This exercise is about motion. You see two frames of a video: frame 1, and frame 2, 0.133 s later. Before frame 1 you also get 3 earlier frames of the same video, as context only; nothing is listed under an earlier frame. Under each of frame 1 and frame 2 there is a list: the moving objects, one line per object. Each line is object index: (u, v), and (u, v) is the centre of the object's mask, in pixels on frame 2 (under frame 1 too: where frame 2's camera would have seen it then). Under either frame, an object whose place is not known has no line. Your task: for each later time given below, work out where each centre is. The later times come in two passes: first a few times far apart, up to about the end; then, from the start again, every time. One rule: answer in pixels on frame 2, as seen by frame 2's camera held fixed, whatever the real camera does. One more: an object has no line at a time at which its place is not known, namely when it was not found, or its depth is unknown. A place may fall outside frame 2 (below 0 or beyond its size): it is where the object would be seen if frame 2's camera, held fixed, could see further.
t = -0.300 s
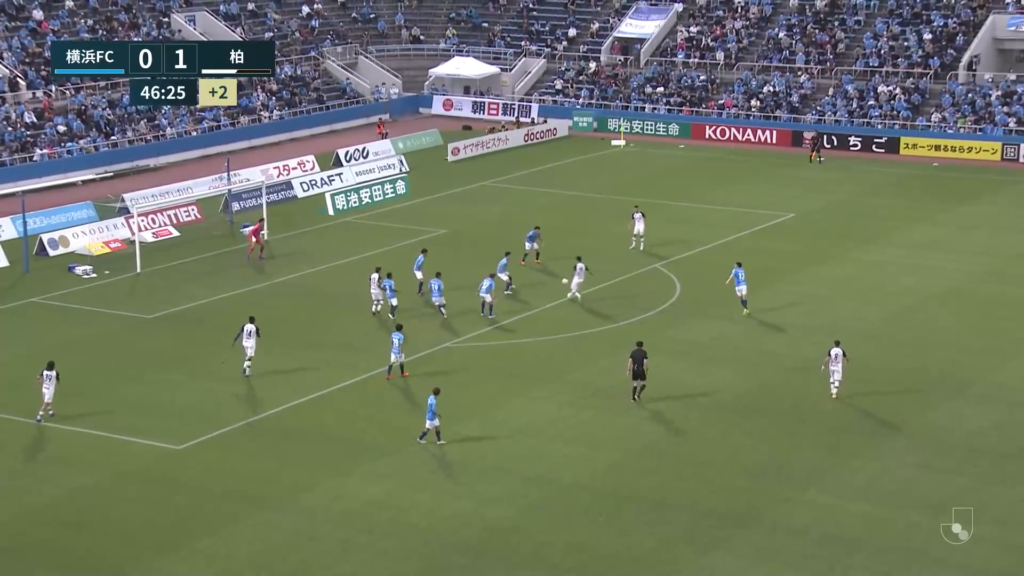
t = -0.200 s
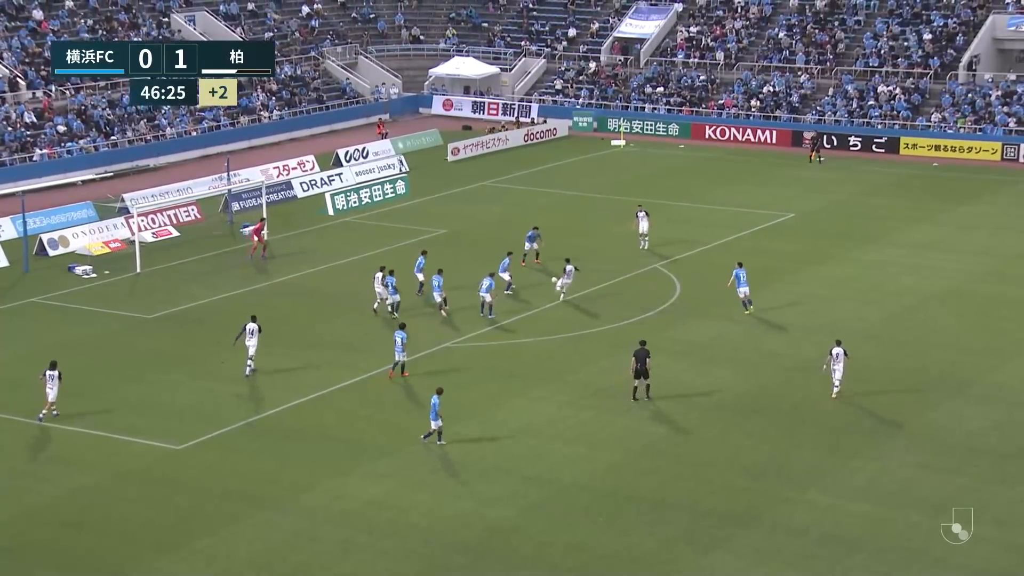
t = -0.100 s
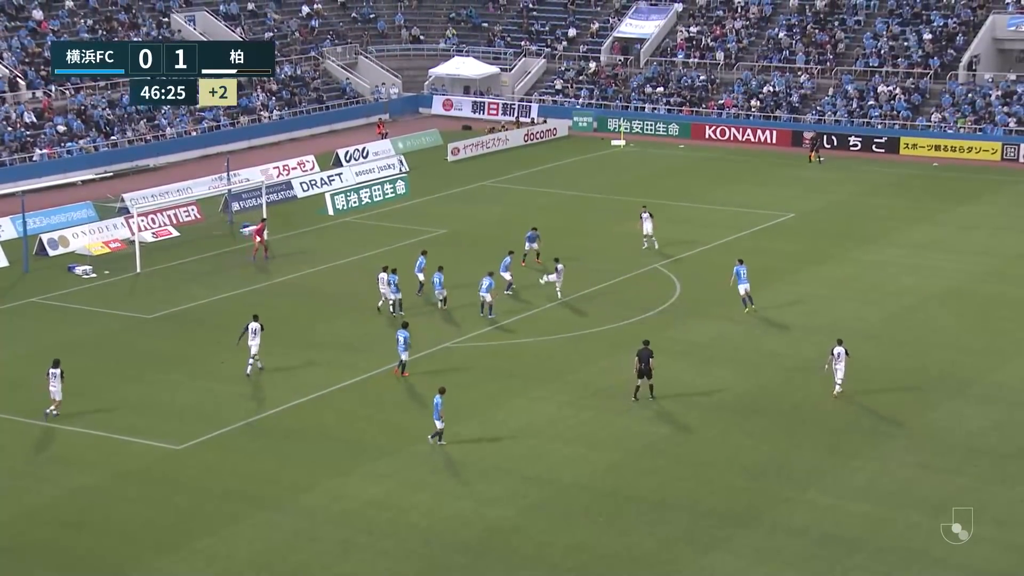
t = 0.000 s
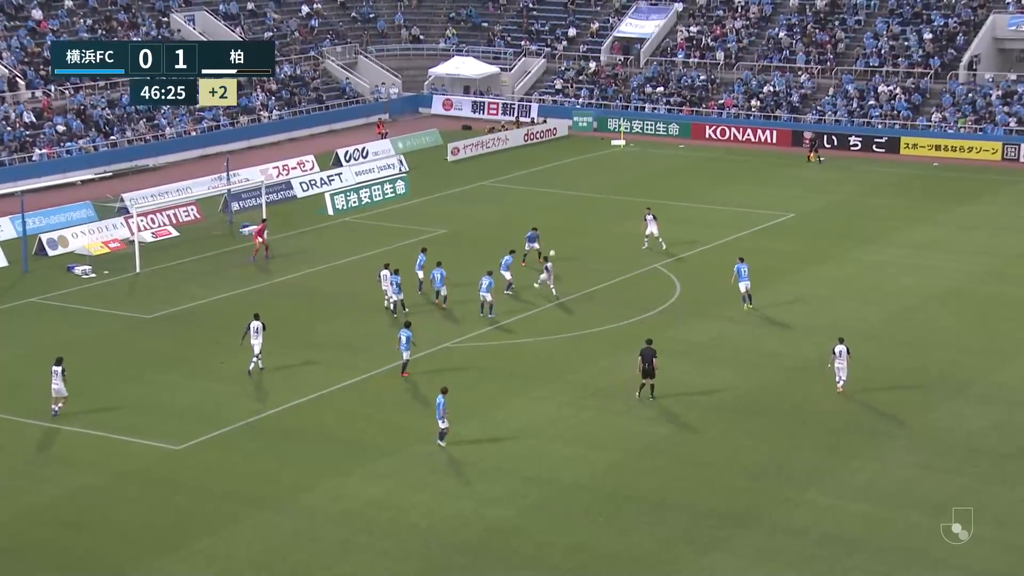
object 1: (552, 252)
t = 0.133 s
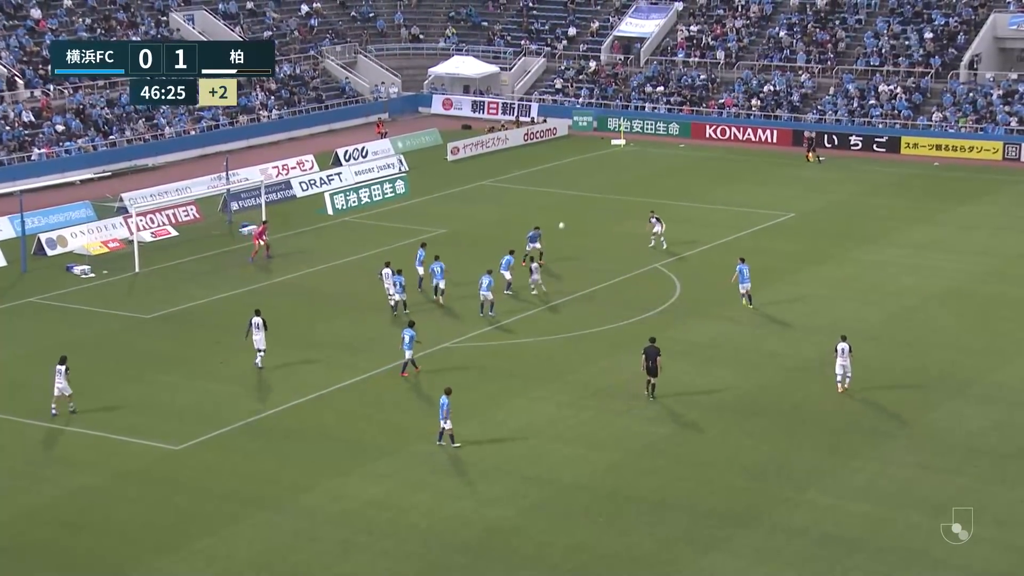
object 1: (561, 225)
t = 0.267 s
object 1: (570, 204)
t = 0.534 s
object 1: (589, 178)
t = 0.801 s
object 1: (607, 172)
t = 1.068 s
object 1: (625, 184)
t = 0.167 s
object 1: (564, 219)
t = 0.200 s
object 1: (566, 214)
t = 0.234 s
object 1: (568, 209)
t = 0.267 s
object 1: (570, 204)
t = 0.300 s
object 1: (573, 199)
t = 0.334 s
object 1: (575, 195)
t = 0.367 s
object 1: (577, 191)
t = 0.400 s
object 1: (580, 188)
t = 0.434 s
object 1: (582, 185)
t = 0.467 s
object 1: (584, 182)
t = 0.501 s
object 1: (586, 180)
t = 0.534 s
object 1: (589, 178)
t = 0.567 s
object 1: (591, 176)
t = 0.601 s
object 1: (593, 175)
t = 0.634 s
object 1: (596, 174)
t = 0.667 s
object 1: (598, 173)
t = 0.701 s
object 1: (600, 172)
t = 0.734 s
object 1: (602, 172)
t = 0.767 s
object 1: (605, 172)
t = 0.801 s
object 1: (607, 172)
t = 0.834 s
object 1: (609, 172)
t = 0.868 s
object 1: (611, 173)
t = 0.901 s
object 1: (614, 174)
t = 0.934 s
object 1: (616, 176)
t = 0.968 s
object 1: (618, 177)
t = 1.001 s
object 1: (620, 179)
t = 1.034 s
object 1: (622, 182)
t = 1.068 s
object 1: (625, 184)
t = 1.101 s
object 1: (627, 187)
